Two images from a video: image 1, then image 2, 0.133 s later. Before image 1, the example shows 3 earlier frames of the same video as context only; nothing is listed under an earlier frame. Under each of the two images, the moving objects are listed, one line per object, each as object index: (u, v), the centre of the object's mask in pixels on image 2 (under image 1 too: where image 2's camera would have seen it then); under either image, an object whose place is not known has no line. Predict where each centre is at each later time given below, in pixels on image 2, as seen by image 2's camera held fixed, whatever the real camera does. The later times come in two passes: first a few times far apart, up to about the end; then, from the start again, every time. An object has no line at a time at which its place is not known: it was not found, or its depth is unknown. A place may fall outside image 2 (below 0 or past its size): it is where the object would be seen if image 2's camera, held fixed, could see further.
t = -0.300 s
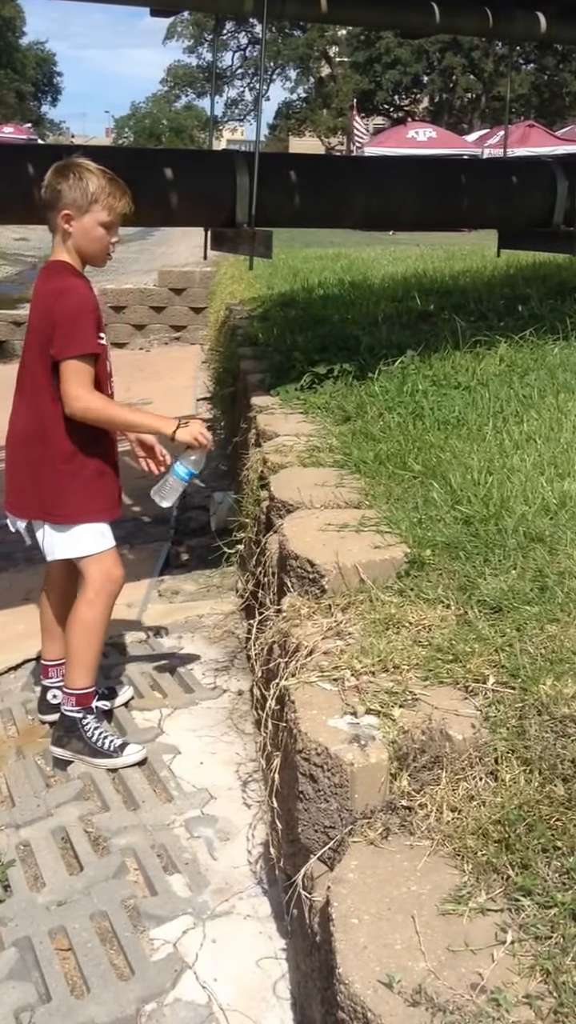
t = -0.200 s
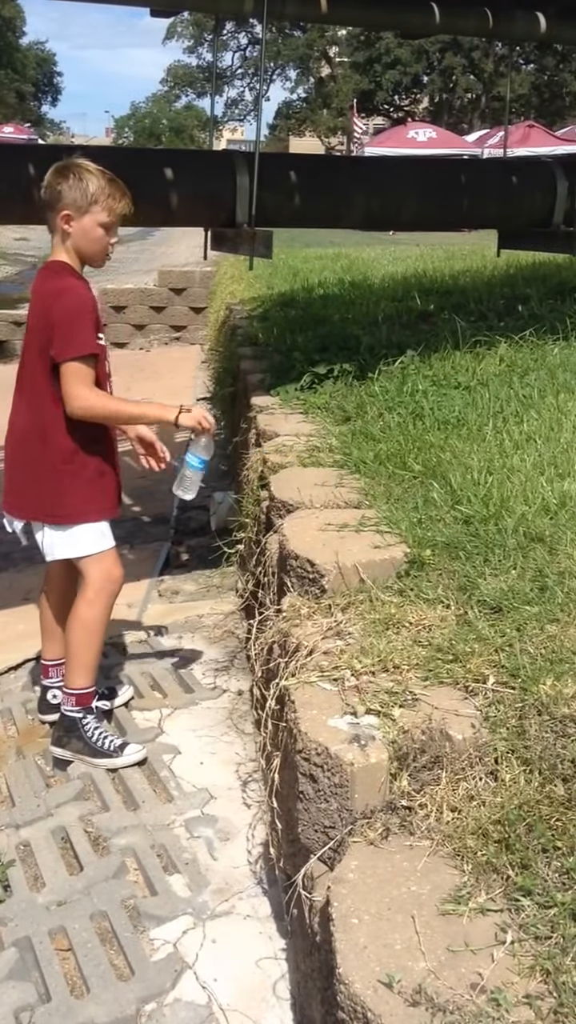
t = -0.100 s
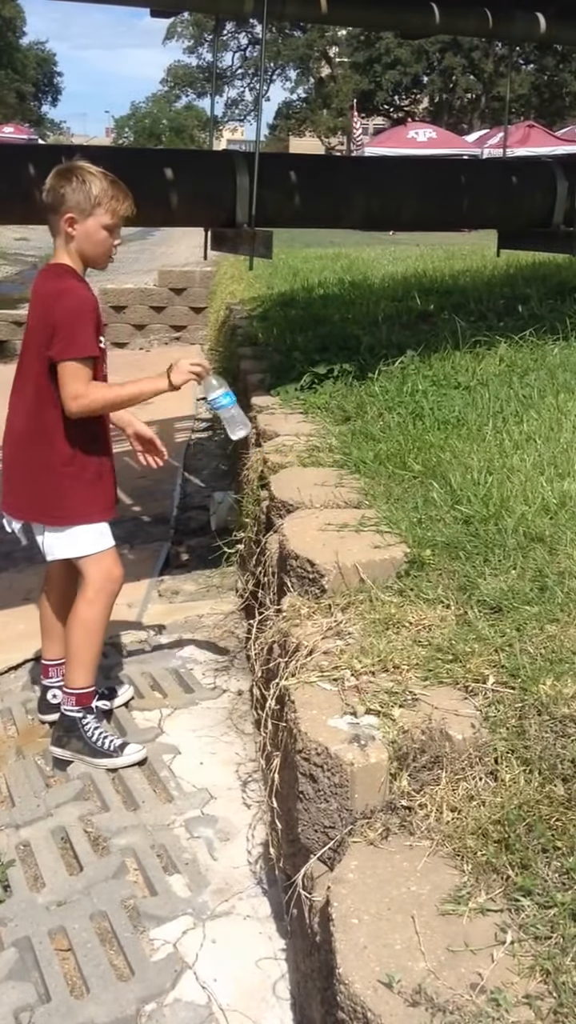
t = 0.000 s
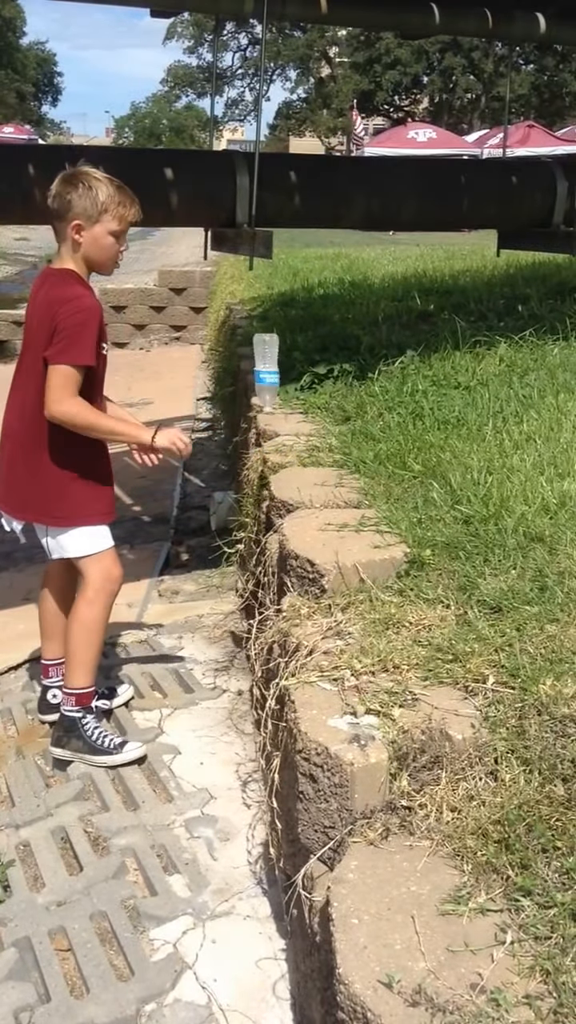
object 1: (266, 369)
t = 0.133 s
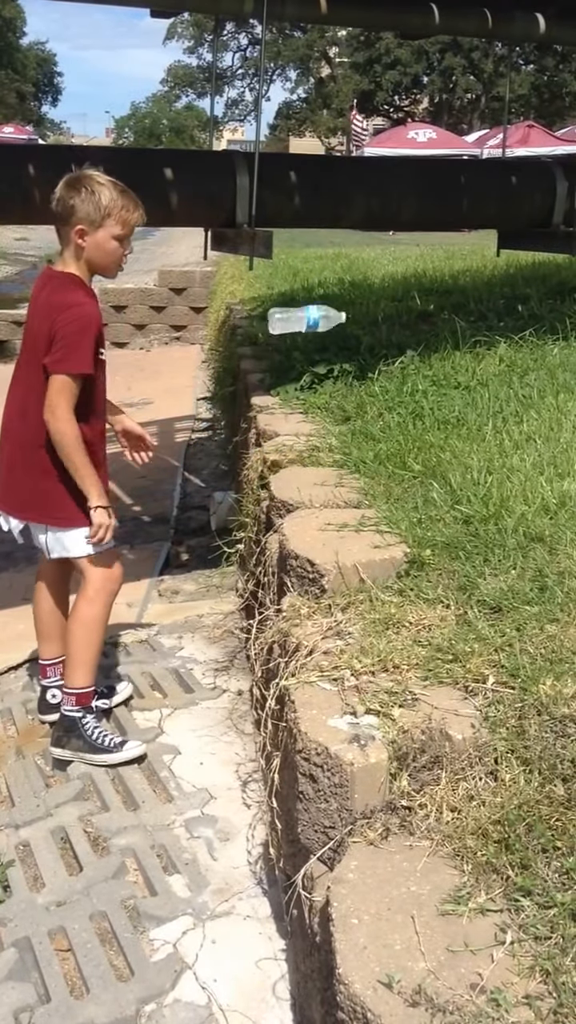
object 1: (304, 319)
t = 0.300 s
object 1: (337, 366)
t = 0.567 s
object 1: (335, 470)
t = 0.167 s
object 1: (311, 320)
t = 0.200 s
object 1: (318, 326)
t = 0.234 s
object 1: (324, 335)
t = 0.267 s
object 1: (331, 349)
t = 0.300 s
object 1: (337, 366)
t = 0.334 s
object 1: (342, 389)
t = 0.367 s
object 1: (347, 415)
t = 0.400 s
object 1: (351, 445)
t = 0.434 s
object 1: (349, 452)
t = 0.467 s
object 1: (346, 456)
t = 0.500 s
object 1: (343, 458)
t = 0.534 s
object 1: (338, 463)
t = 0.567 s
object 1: (335, 470)
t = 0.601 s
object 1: (332, 473)
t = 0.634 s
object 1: (331, 473)
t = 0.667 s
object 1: (331, 473)
